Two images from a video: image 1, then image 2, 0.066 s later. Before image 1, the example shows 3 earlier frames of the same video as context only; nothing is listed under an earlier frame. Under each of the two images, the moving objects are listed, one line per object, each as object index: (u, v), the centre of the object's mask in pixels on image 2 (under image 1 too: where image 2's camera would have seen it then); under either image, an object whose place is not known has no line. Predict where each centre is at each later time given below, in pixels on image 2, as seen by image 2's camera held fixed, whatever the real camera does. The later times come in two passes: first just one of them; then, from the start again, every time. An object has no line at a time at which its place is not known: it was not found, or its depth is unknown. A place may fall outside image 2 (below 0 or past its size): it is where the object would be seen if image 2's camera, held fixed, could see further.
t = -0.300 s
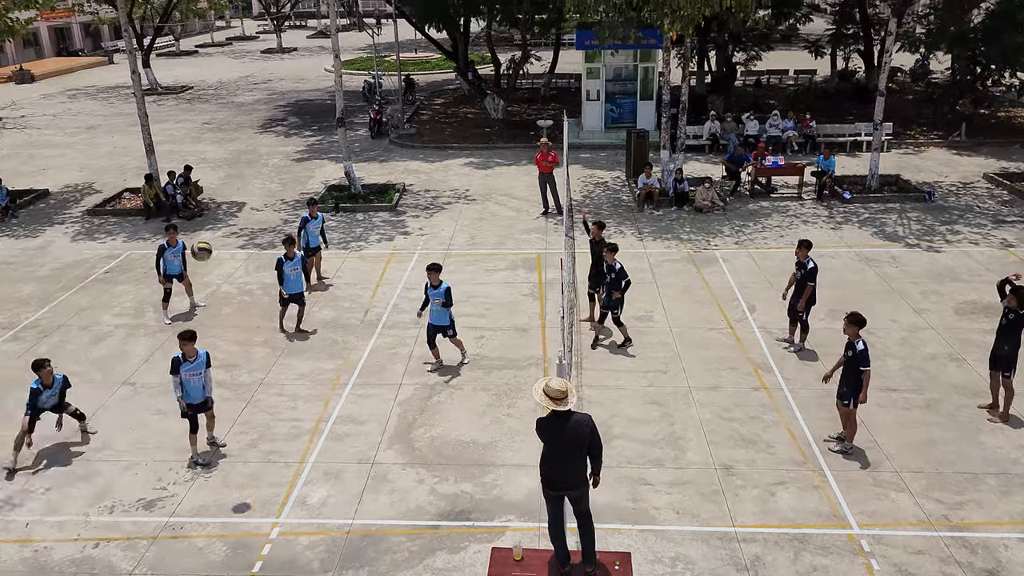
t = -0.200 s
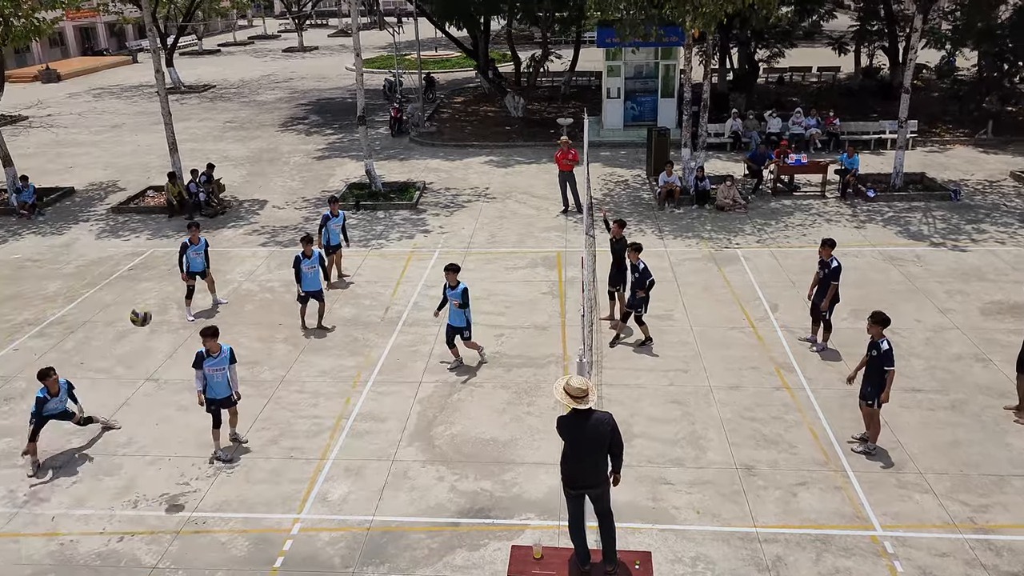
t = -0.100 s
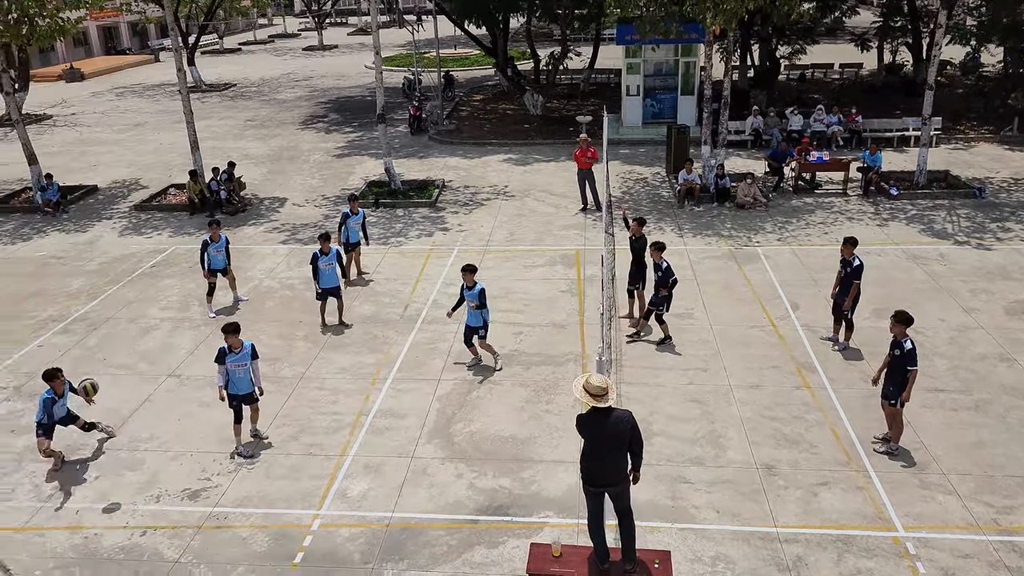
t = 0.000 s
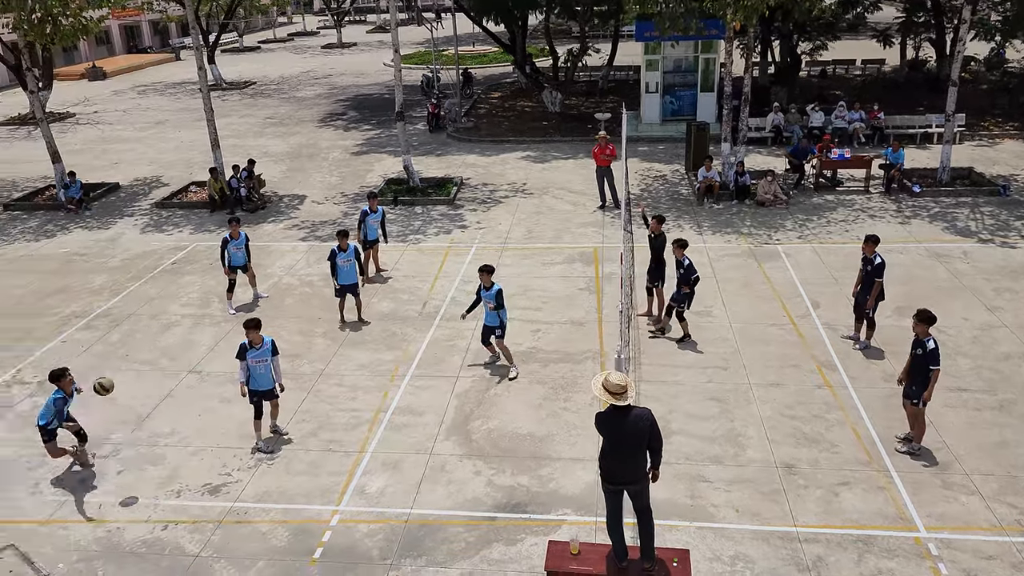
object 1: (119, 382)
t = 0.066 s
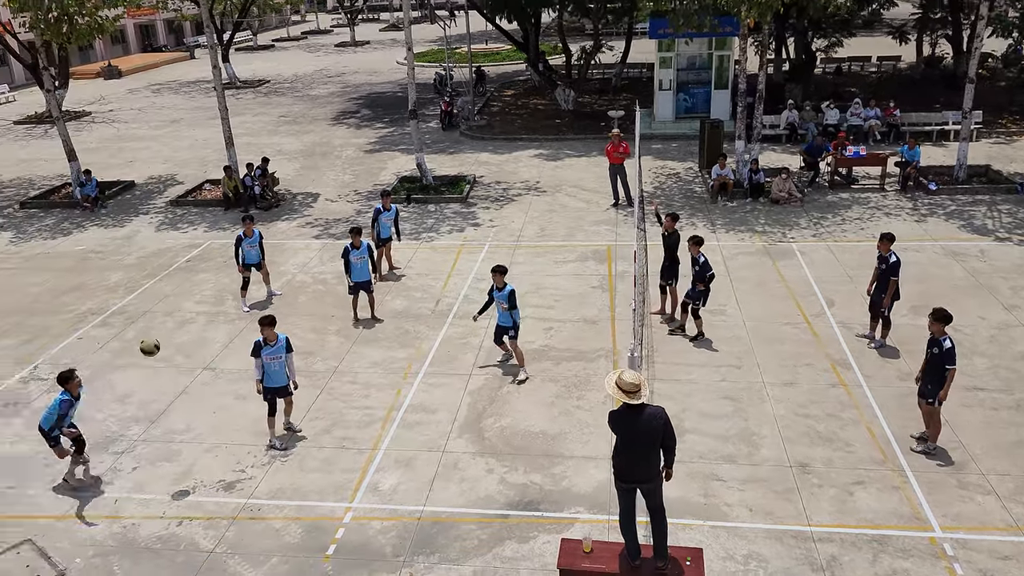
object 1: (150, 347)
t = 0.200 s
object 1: (213, 285)
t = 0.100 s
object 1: (165, 331)
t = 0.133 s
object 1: (181, 314)
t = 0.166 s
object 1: (197, 299)
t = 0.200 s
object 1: (213, 285)
